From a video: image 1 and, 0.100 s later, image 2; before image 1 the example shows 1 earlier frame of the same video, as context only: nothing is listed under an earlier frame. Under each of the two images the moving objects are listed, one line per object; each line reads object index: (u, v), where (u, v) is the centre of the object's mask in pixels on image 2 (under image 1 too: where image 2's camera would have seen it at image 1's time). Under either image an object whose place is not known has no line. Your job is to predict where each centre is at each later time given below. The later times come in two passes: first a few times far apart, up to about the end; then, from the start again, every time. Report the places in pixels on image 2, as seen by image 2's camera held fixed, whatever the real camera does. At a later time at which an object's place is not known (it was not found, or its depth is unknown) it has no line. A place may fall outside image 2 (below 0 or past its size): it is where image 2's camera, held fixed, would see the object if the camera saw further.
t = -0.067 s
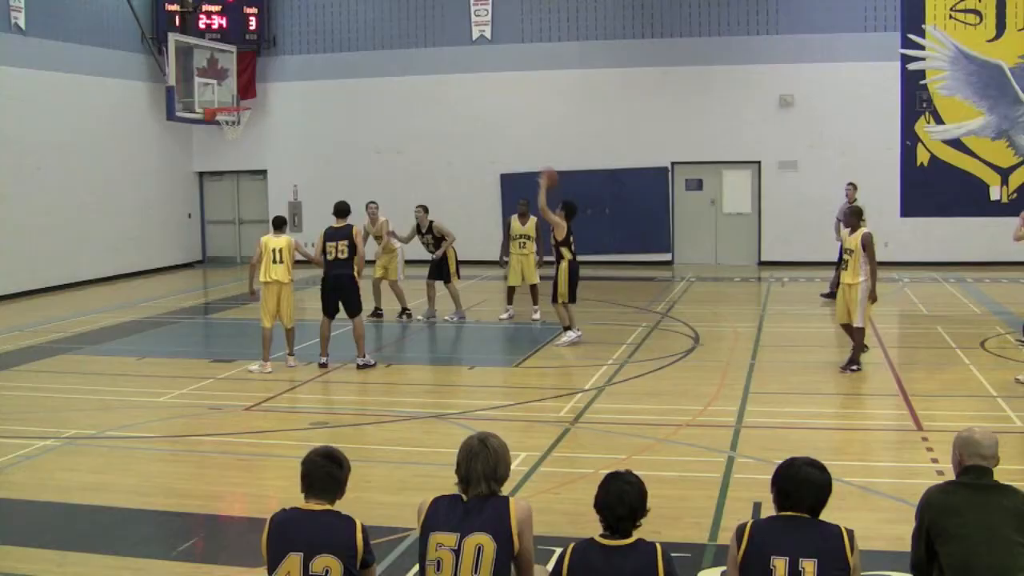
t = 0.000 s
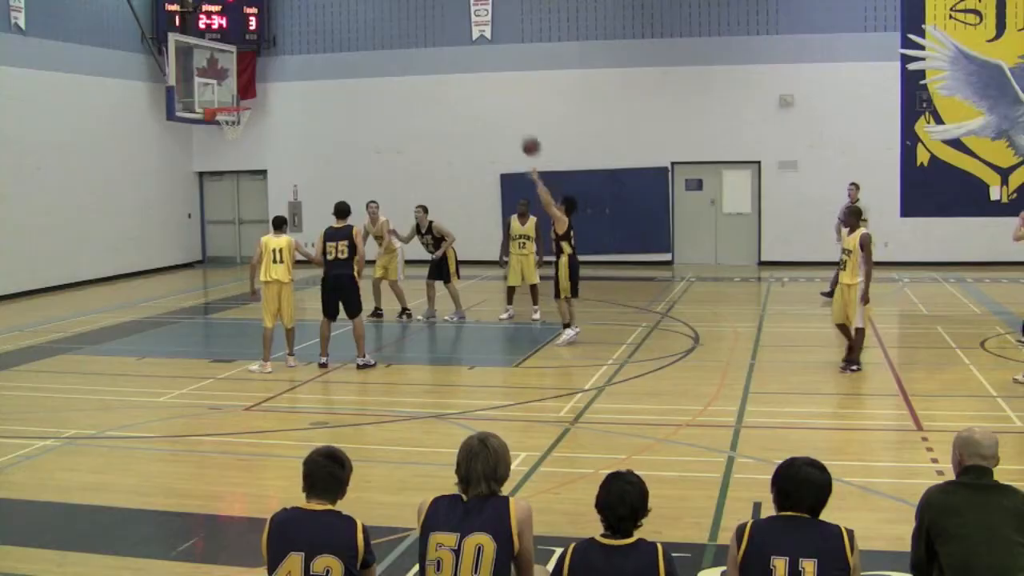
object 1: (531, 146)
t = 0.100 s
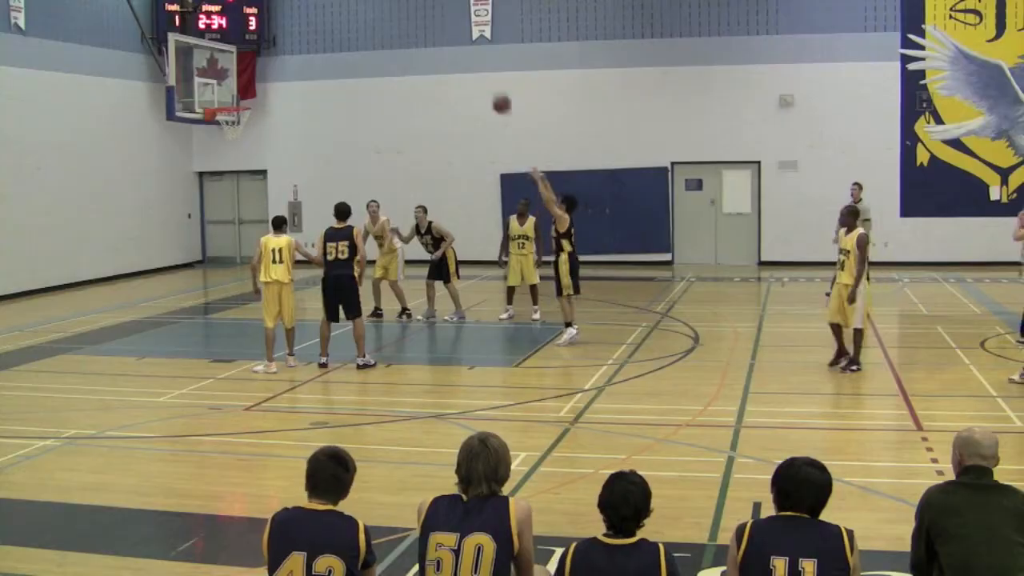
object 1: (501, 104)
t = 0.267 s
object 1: (454, 53)
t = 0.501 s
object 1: (392, 18)
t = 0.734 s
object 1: (332, 25)
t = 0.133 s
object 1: (492, 92)
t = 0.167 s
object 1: (482, 80)
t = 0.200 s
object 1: (473, 70)
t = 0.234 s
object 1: (464, 61)
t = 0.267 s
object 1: (454, 53)
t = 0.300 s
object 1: (445, 45)
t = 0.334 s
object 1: (436, 38)
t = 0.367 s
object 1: (426, 32)
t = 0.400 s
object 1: (418, 27)
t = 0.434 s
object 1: (409, 23)
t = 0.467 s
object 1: (400, 20)
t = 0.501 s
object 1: (392, 18)
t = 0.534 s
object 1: (383, 16)
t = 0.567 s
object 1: (374, 15)
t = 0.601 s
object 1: (366, 16)
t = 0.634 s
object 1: (358, 17)
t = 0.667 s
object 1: (349, 19)
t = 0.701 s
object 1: (340, 21)
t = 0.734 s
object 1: (332, 25)
